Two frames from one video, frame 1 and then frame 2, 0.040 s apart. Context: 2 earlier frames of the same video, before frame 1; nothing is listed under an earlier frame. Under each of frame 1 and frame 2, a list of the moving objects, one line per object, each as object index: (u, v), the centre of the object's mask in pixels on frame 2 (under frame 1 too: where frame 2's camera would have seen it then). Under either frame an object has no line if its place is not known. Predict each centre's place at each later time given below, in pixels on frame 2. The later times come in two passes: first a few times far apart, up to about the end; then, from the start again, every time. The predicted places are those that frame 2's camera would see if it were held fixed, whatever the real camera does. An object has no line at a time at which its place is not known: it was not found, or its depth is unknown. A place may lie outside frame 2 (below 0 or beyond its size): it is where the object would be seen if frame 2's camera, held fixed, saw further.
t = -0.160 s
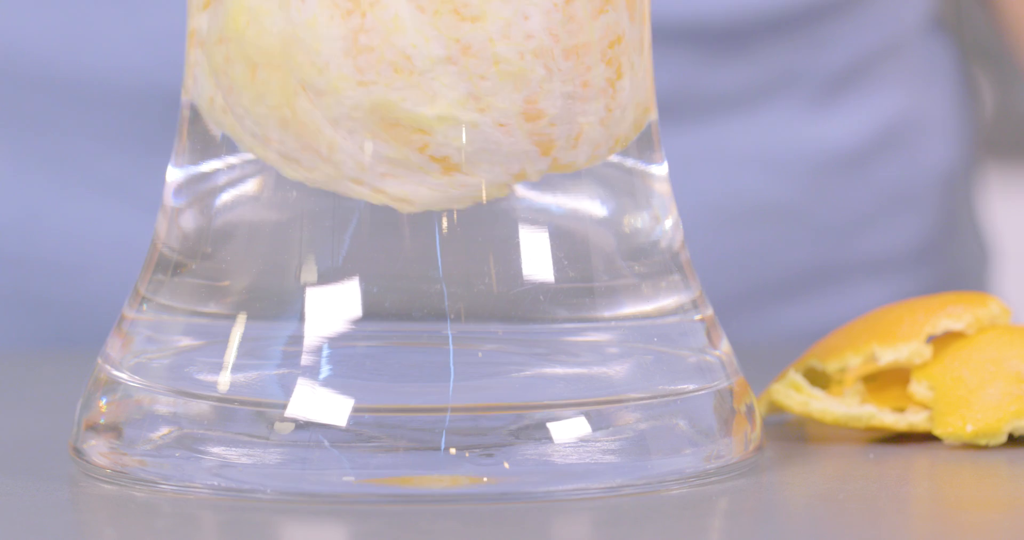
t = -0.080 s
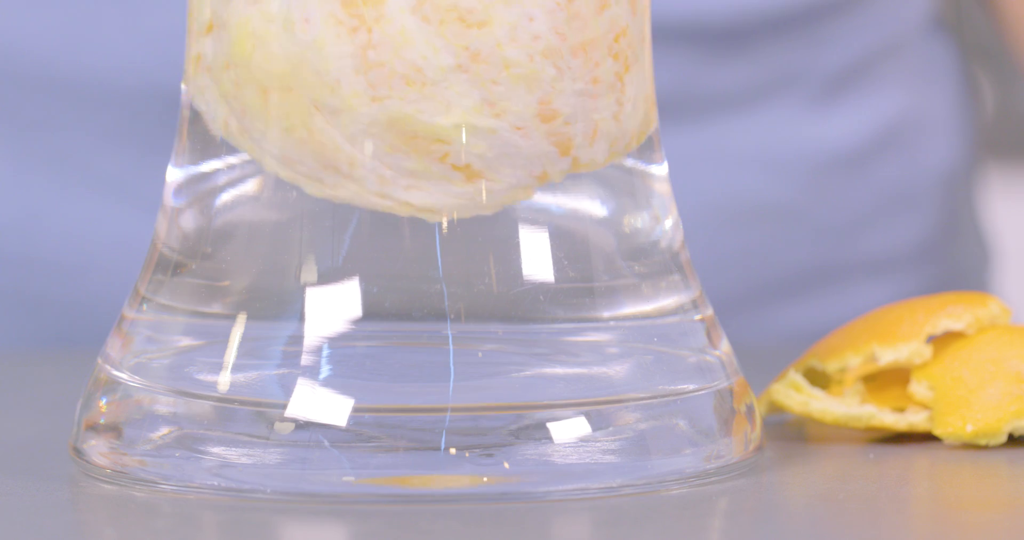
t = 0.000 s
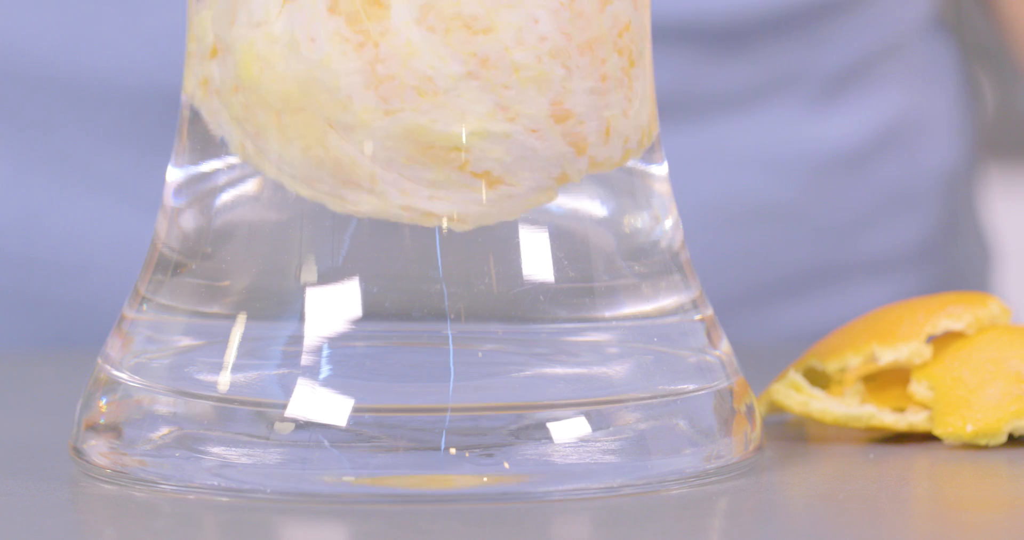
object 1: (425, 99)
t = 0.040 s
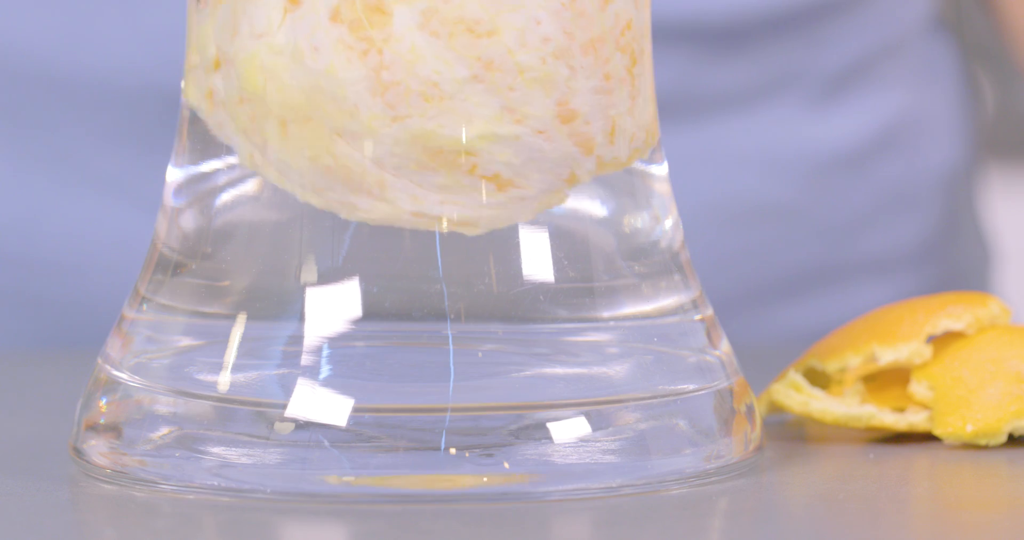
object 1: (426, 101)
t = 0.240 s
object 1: (434, 116)
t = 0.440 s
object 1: (445, 137)
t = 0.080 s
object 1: (427, 104)
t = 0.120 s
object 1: (428, 107)
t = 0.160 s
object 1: (432, 111)
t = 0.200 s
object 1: (433, 114)
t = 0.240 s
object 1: (434, 116)
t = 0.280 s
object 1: (436, 121)
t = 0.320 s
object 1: (436, 123)
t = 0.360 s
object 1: (439, 127)
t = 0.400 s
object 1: (443, 133)
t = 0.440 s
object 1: (445, 137)
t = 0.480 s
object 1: (447, 142)
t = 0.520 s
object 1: (450, 147)
